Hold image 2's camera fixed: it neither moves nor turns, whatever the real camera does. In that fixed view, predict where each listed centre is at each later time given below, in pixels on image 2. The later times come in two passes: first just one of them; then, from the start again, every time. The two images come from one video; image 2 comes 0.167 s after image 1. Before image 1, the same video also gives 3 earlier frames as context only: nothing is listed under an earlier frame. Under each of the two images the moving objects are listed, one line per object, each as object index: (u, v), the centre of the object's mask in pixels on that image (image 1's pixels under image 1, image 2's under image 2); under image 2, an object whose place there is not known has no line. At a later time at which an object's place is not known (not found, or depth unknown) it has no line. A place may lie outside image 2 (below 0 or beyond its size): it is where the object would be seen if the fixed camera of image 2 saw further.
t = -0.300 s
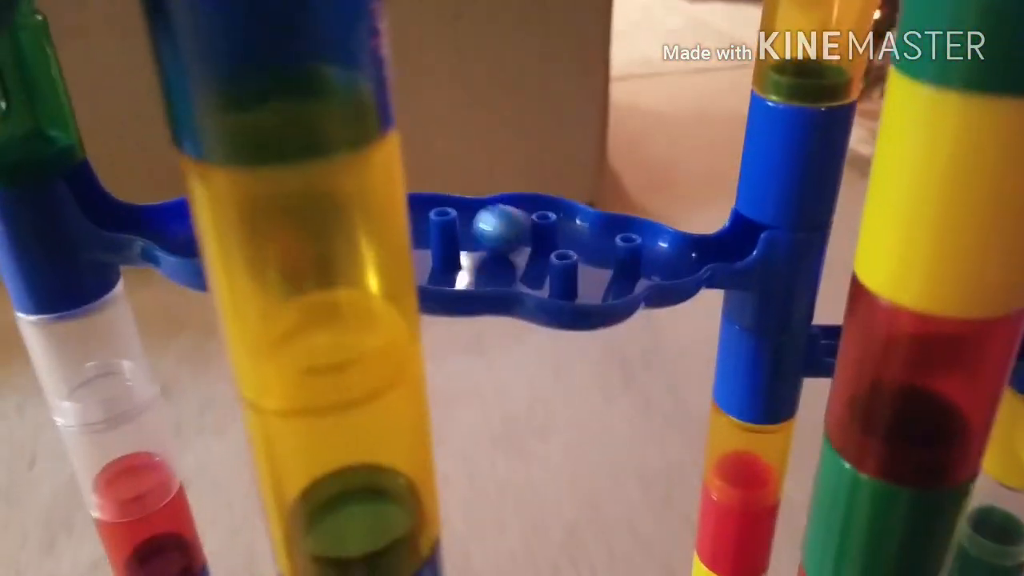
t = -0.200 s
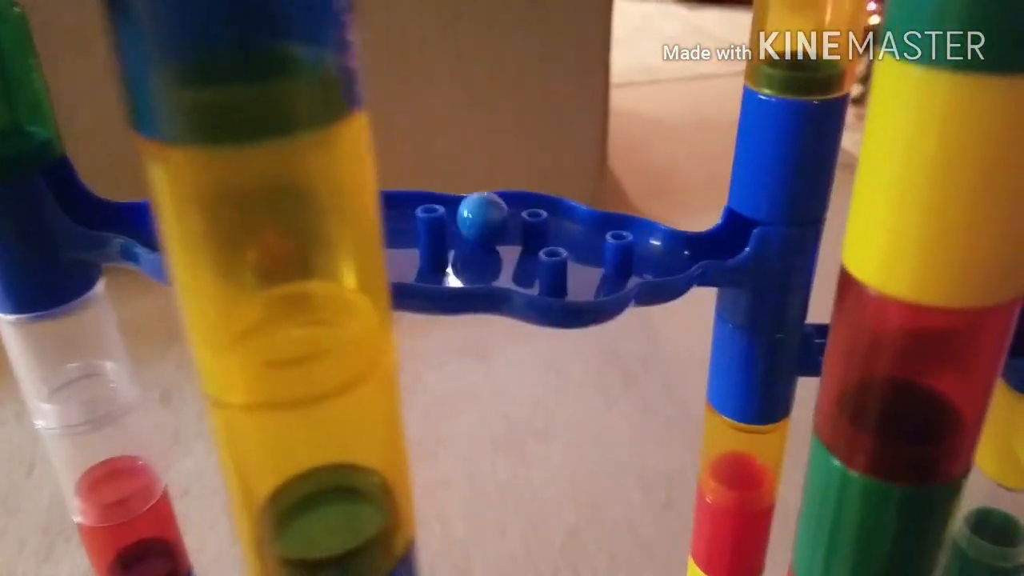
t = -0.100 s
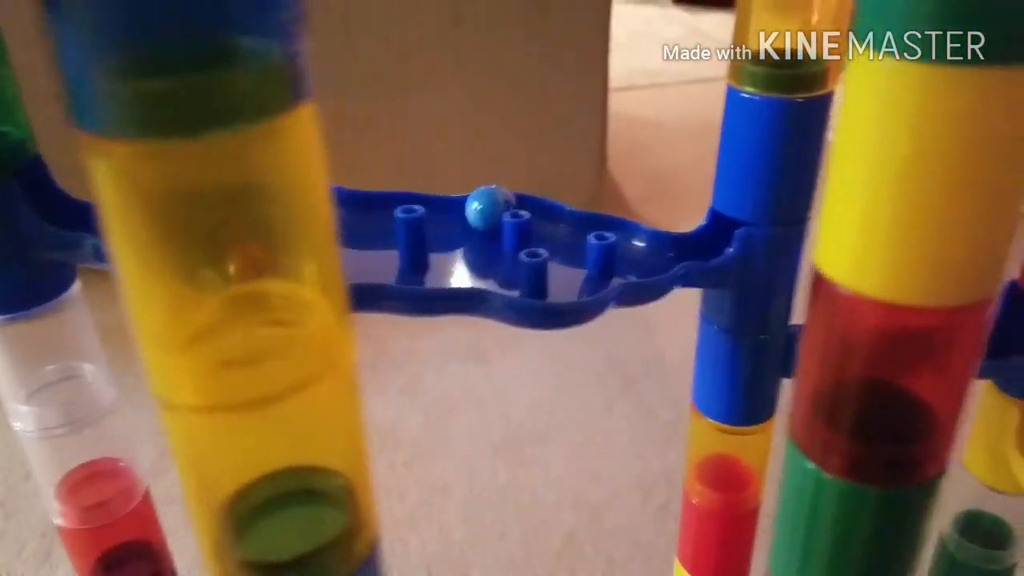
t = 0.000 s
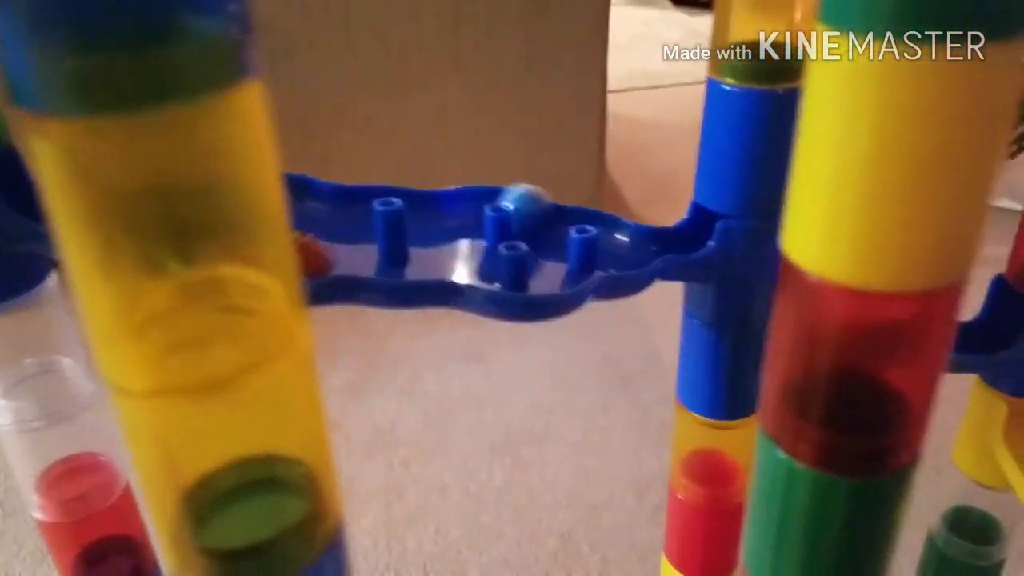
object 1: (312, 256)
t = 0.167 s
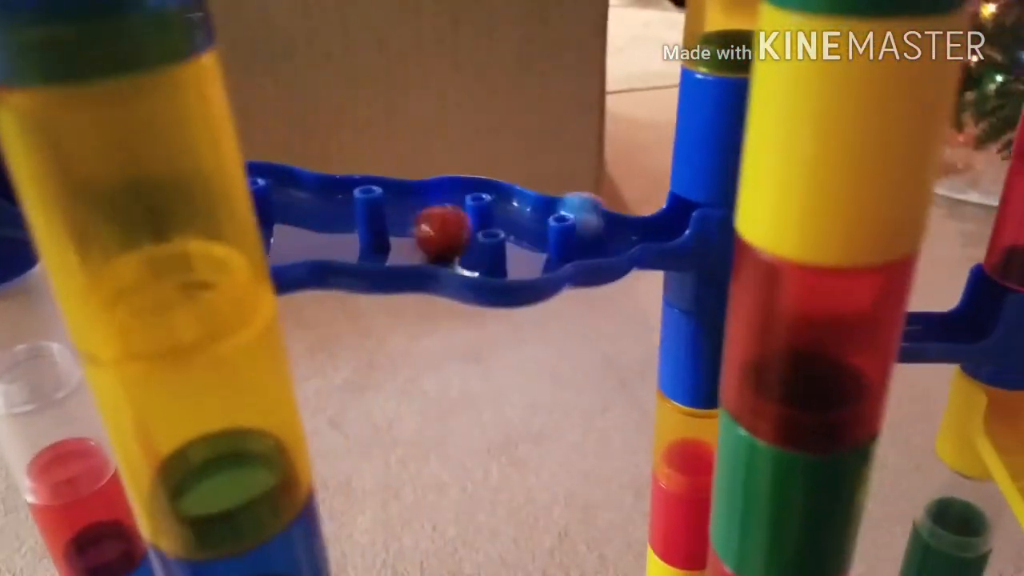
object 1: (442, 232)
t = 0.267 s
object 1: (434, 210)
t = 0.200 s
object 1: (440, 223)
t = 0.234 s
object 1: (442, 214)
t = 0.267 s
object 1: (434, 210)
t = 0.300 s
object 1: (429, 208)
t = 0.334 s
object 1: (429, 206)
